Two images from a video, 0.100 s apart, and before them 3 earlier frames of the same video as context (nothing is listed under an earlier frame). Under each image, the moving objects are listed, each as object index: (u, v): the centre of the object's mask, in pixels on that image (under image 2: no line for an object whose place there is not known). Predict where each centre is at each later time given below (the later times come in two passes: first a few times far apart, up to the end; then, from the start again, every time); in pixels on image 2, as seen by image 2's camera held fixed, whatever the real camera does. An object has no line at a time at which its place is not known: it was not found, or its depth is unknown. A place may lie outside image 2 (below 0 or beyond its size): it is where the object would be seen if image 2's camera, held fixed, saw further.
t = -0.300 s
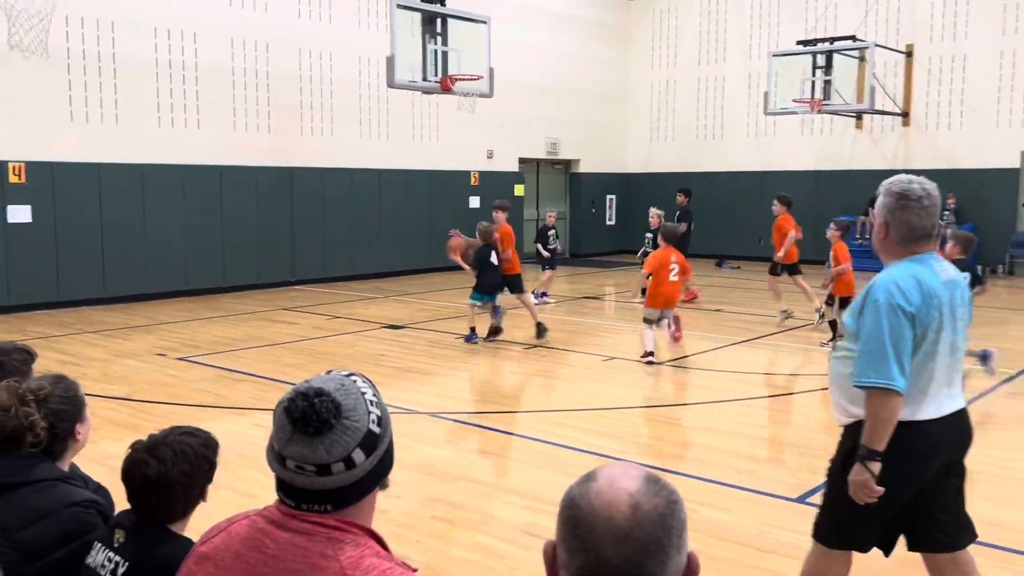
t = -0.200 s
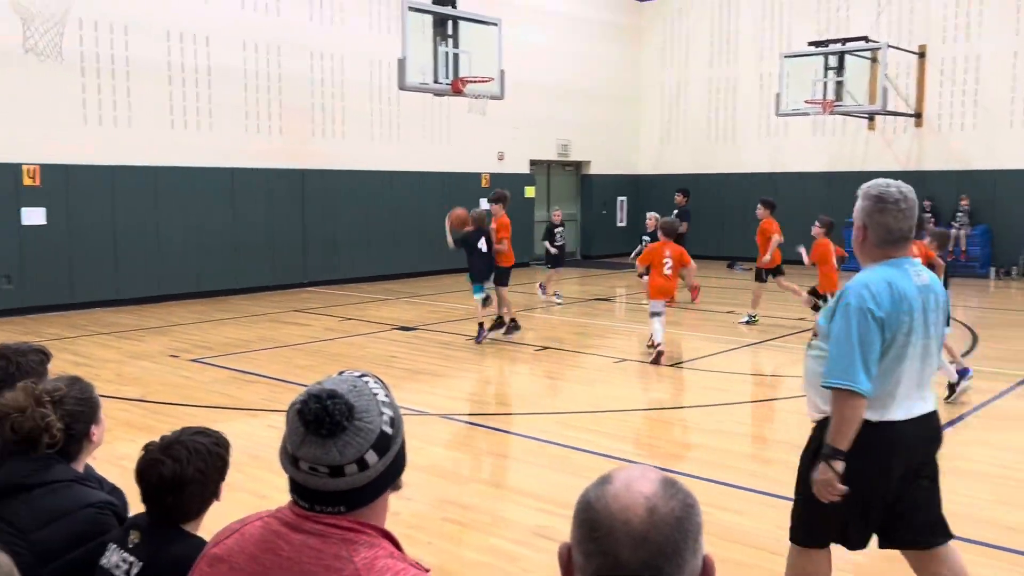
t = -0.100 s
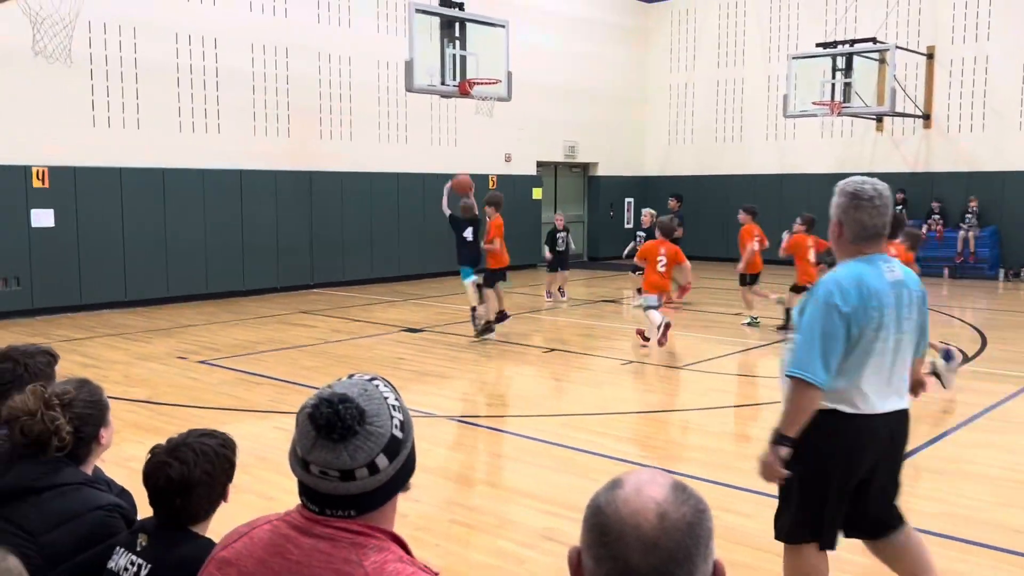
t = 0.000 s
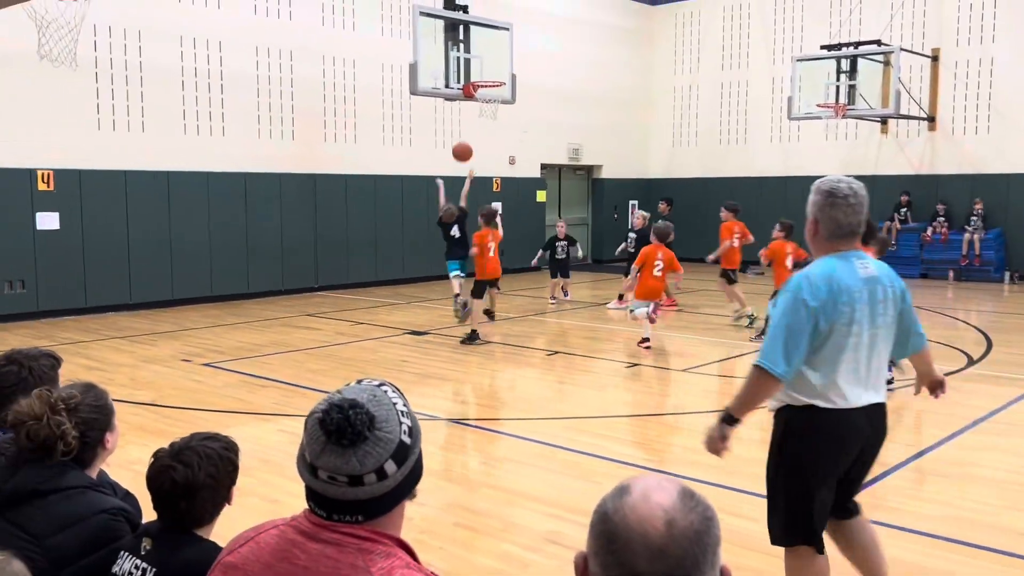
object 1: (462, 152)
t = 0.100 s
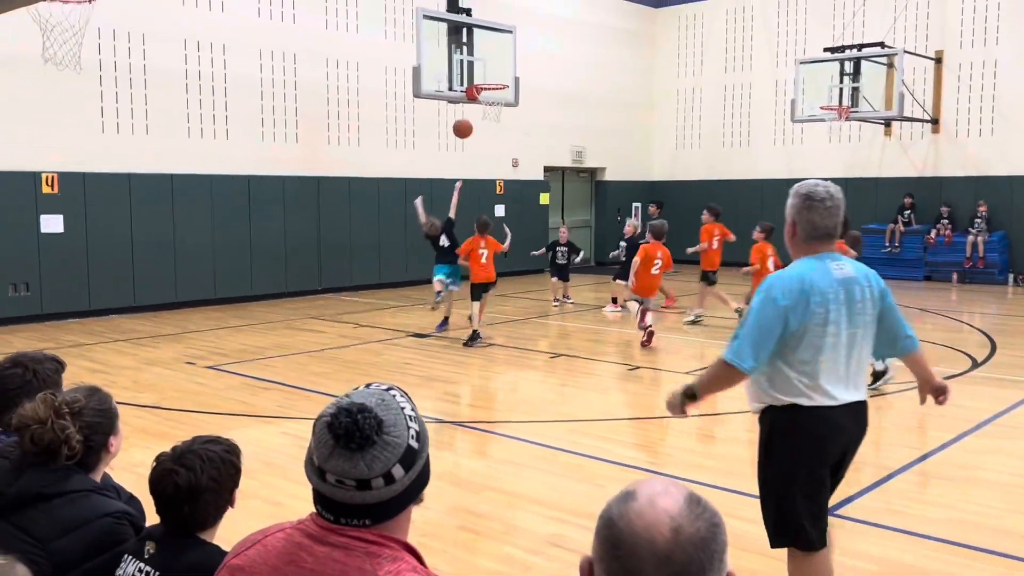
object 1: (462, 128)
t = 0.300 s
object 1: (457, 106)
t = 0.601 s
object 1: (451, 133)
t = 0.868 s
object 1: (448, 203)
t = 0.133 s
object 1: (461, 122)
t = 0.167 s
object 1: (461, 117)
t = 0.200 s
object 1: (460, 113)
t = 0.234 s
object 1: (458, 110)
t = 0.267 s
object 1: (458, 107)
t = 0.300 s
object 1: (457, 106)
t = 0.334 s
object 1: (456, 106)
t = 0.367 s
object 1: (456, 106)
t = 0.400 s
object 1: (455, 108)
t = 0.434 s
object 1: (454, 110)
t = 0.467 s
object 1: (453, 114)
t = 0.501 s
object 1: (453, 117)
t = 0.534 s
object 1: (452, 122)
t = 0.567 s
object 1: (451, 127)
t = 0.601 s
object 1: (451, 133)
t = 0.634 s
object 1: (450, 140)
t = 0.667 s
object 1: (450, 147)
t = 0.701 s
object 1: (449, 155)
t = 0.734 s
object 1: (449, 163)
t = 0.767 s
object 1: (449, 173)
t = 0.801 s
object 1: (448, 183)
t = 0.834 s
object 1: (448, 192)
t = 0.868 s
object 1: (448, 203)
